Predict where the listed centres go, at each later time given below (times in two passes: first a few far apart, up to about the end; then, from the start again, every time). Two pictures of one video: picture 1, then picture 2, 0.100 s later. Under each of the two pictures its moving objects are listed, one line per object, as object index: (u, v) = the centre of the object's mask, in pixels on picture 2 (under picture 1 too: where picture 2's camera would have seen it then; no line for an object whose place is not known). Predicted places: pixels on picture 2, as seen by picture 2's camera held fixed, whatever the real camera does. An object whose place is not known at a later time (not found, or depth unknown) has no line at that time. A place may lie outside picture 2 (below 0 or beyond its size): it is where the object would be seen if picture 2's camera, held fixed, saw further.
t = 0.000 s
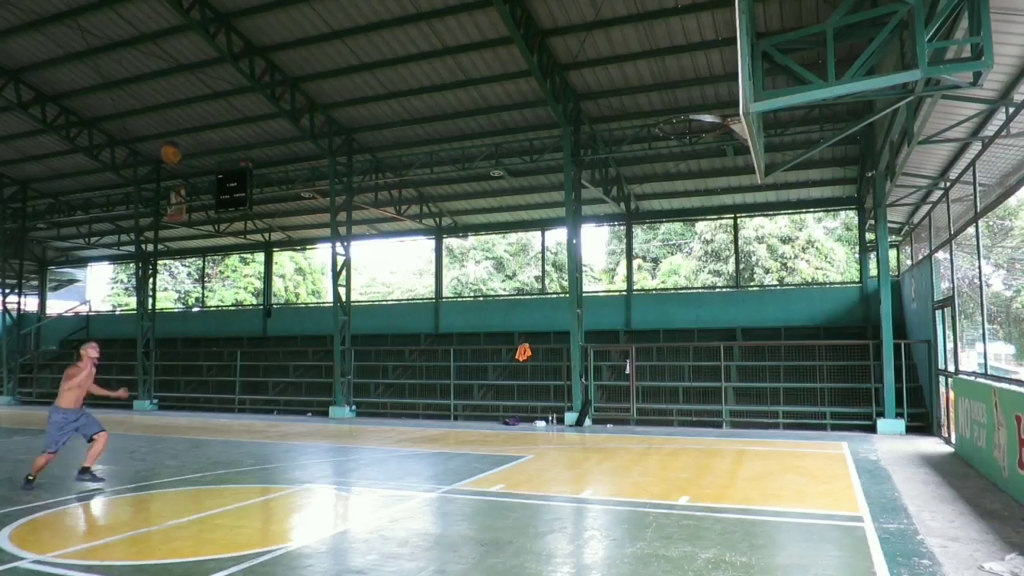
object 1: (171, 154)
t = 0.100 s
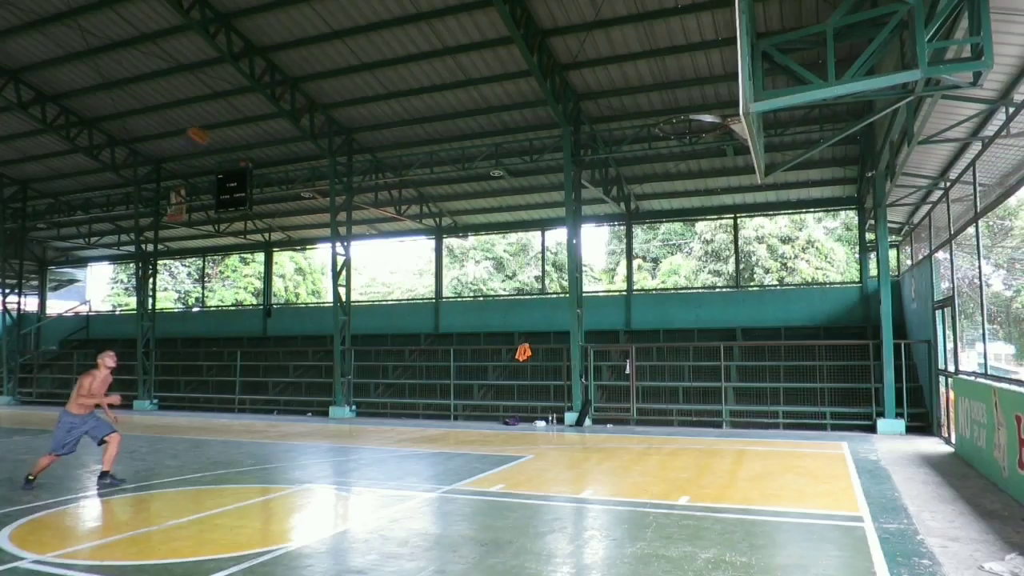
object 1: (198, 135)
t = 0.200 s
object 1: (221, 133)
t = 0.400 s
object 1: (279, 155)
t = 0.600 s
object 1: (342, 220)
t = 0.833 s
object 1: (424, 369)
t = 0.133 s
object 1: (205, 134)
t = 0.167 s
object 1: (213, 132)
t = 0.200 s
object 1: (221, 133)
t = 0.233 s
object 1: (231, 135)
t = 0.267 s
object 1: (241, 136)
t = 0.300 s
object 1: (250, 138)
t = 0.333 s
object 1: (259, 142)
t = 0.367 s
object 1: (269, 149)
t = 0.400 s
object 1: (279, 155)
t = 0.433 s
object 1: (289, 162)
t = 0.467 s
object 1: (299, 171)
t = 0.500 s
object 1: (309, 180)
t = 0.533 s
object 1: (319, 192)
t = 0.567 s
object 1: (331, 204)
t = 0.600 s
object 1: (342, 220)
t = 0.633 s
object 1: (351, 235)
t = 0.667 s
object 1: (363, 254)
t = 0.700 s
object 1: (375, 274)
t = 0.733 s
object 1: (387, 295)
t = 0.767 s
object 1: (399, 318)
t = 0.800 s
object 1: (411, 343)
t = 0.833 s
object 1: (424, 369)
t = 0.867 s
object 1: (436, 399)
